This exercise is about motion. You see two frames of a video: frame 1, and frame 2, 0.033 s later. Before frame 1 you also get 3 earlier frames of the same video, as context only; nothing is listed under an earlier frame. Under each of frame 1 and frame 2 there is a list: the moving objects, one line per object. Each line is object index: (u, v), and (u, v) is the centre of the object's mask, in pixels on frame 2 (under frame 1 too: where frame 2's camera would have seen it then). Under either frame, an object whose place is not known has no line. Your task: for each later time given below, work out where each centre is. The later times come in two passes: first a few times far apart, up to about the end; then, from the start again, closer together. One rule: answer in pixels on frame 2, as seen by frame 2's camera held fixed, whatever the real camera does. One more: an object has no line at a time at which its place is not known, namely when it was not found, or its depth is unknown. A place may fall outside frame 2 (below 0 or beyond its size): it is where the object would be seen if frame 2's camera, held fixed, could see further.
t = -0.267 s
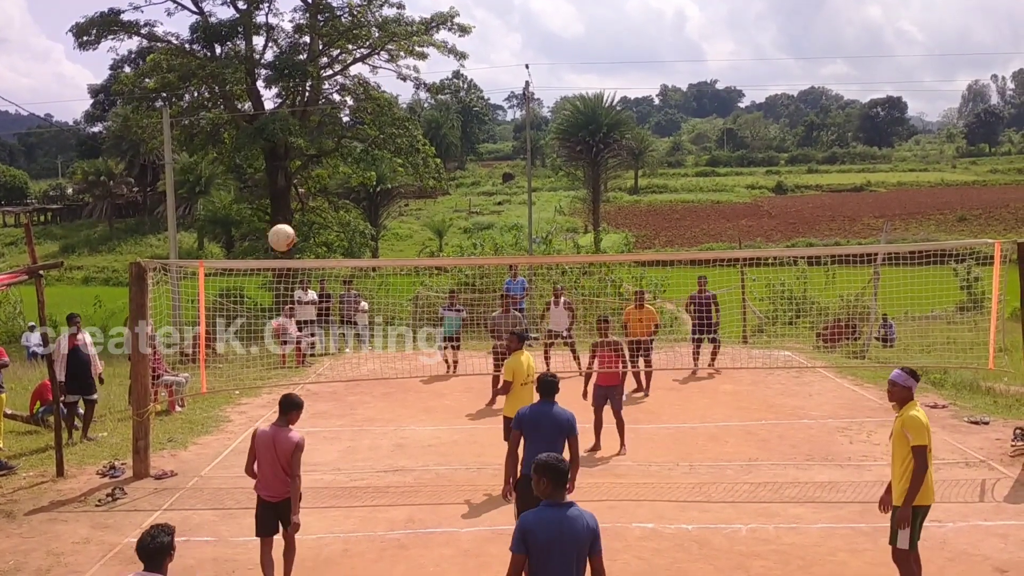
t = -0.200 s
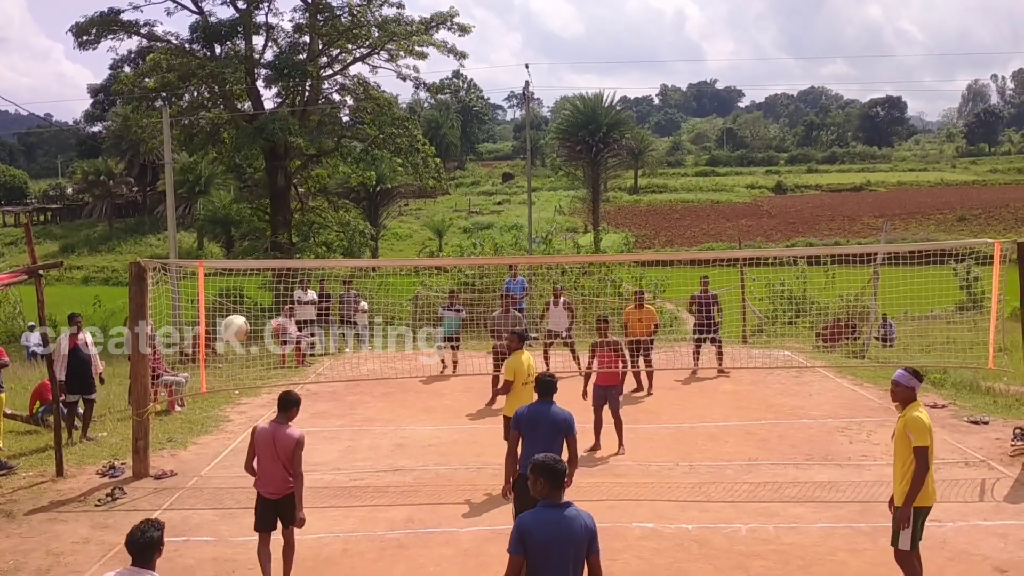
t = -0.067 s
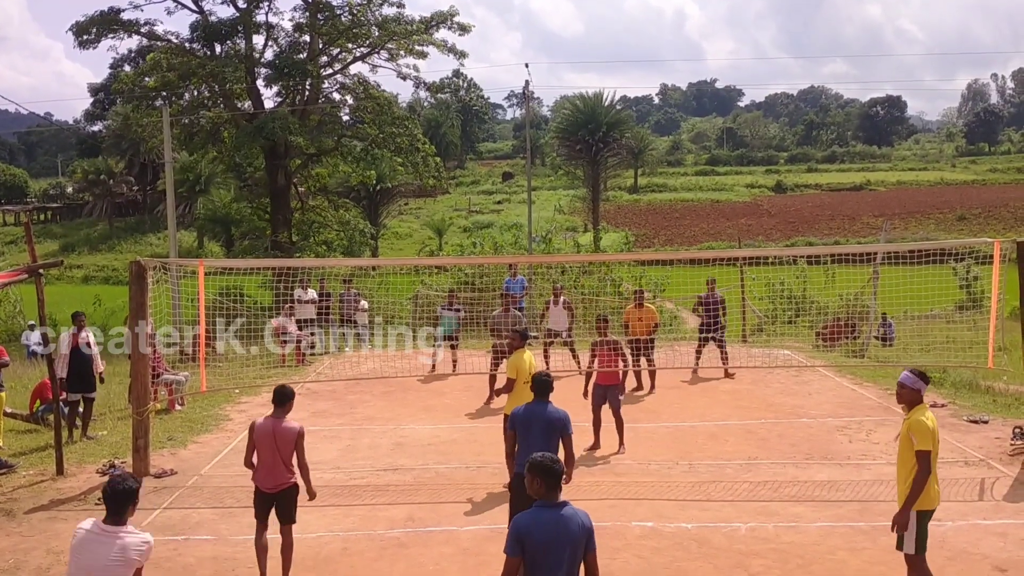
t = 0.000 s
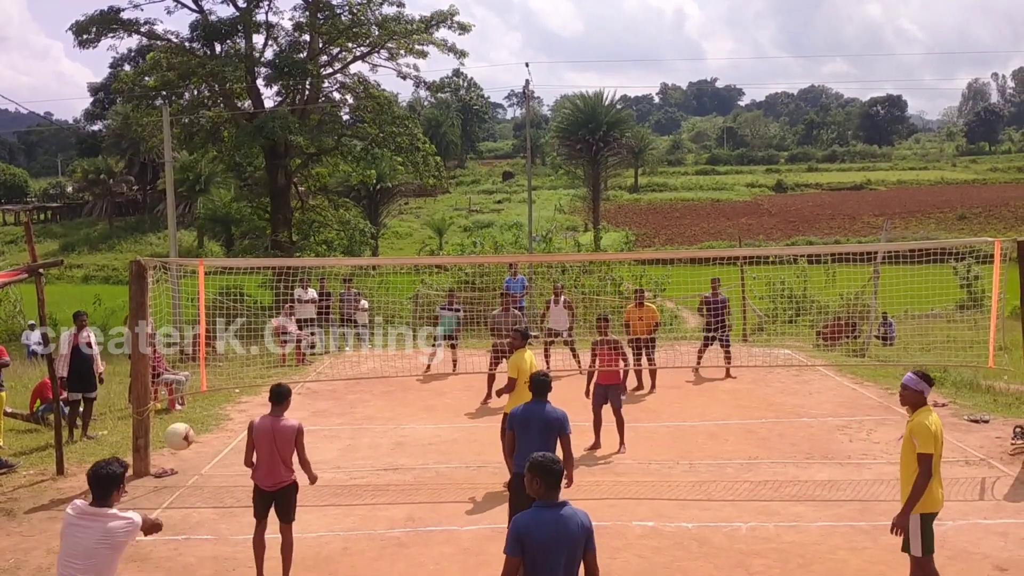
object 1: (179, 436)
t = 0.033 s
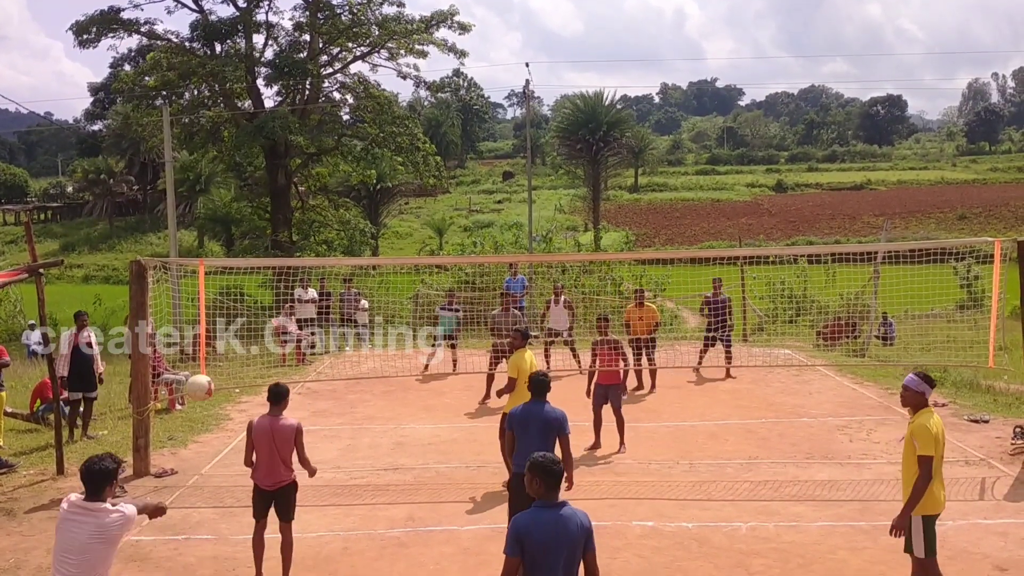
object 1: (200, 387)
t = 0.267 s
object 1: (310, 166)
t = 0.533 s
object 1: (390, 77)
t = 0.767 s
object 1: (434, 79)
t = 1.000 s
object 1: (464, 124)
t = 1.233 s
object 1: (485, 197)
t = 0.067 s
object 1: (218, 345)
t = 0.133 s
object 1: (253, 270)
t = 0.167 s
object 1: (269, 239)
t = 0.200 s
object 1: (284, 212)
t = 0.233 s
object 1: (298, 188)
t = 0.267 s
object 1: (310, 166)
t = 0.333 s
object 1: (334, 131)
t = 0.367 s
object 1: (345, 117)
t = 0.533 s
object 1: (390, 77)
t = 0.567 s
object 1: (398, 73)
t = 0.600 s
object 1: (403, 72)
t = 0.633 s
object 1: (411, 70)
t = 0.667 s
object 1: (416, 71)
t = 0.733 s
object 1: (428, 75)
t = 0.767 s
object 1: (434, 79)
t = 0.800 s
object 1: (439, 83)
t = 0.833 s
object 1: (443, 87)
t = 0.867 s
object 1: (448, 93)
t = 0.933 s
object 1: (456, 107)
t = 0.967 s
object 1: (460, 115)
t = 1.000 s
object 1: (464, 124)
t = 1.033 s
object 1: (467, 133)
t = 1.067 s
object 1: (470, 142)
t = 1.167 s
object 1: (479, 174)
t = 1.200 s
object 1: (482, 186)
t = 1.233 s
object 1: (485, 197)
